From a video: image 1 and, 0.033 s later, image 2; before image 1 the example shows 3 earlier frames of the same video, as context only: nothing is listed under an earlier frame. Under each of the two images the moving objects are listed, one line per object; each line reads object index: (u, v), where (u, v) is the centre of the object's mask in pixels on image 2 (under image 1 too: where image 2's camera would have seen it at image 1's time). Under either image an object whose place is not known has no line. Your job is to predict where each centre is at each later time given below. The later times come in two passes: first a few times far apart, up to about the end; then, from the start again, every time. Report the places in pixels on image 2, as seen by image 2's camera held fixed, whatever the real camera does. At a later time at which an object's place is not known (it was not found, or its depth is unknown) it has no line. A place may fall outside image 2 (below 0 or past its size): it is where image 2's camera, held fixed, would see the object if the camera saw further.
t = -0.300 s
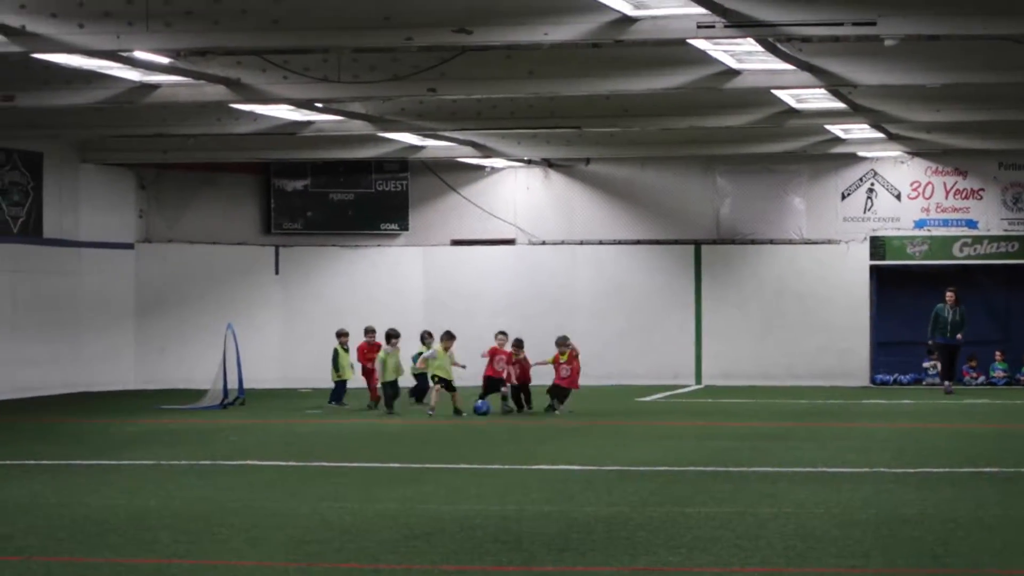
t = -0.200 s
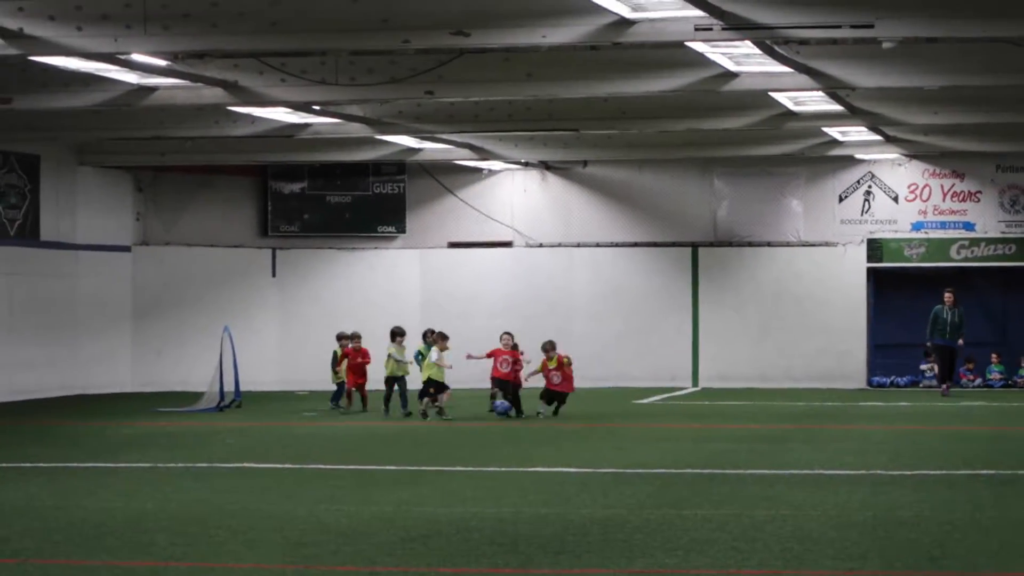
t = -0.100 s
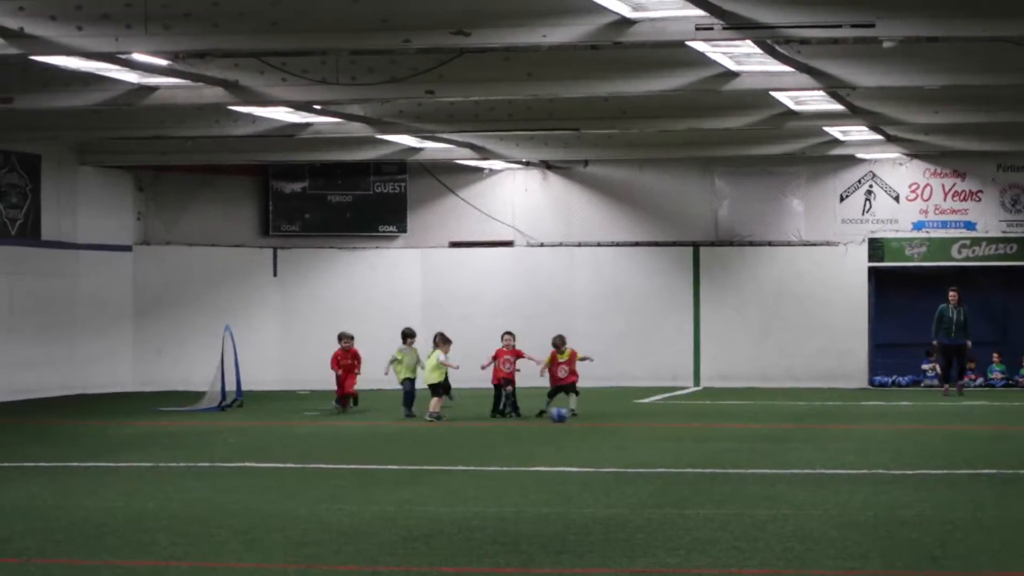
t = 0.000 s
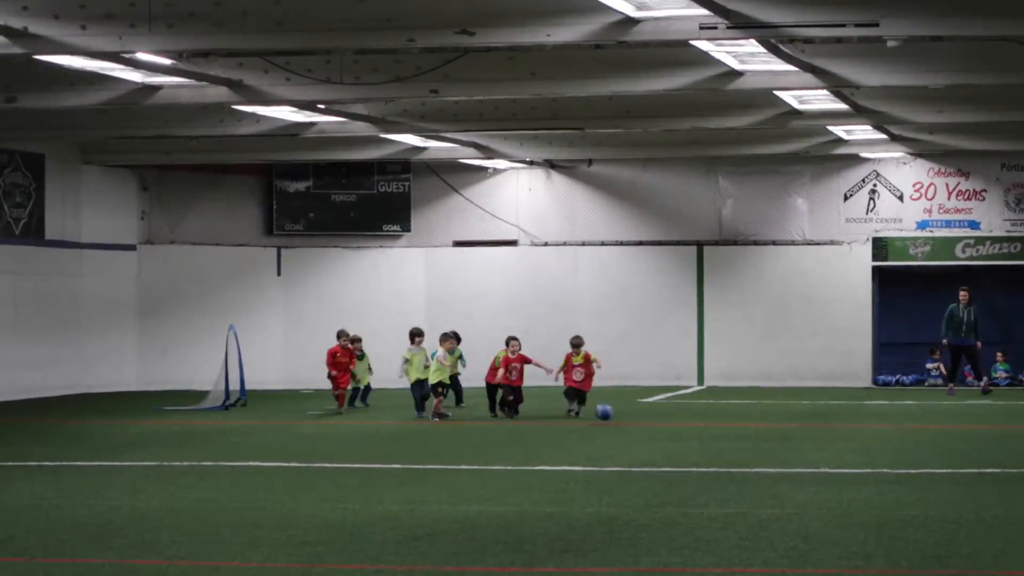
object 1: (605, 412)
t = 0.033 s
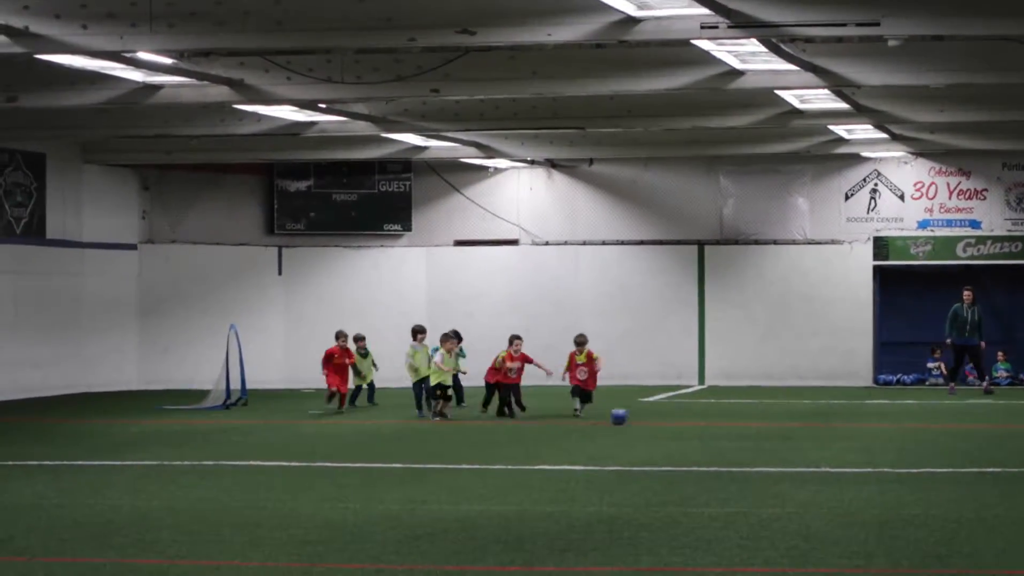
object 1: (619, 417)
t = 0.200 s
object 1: (681, 421)
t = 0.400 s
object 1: (759, 425)
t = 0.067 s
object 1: (631, 414)
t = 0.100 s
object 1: (643, 416)
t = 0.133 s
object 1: (655, 419)
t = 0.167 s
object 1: (669, 419)
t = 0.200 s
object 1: (681, 421)
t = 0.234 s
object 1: (694, 422)
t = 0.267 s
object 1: (706, 423)
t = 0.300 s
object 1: (719, 423)
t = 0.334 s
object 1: (732, 424)
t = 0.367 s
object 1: (745, 425)
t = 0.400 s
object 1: (759, 425)
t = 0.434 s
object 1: (773, 427)
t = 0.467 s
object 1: (785, 428)
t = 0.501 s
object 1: (799, 429)
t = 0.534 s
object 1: (812, 428)
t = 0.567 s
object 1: (825, 430)
